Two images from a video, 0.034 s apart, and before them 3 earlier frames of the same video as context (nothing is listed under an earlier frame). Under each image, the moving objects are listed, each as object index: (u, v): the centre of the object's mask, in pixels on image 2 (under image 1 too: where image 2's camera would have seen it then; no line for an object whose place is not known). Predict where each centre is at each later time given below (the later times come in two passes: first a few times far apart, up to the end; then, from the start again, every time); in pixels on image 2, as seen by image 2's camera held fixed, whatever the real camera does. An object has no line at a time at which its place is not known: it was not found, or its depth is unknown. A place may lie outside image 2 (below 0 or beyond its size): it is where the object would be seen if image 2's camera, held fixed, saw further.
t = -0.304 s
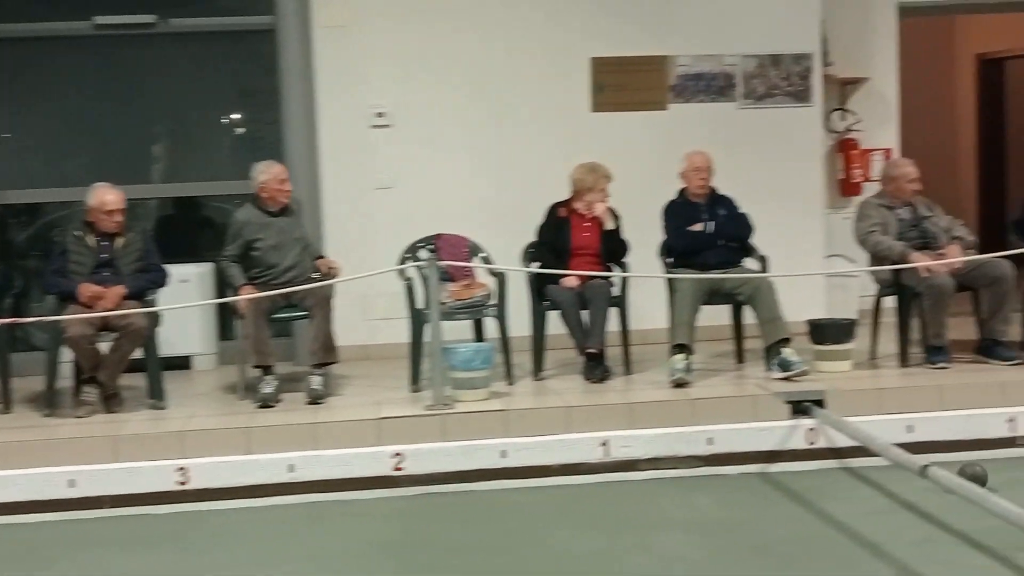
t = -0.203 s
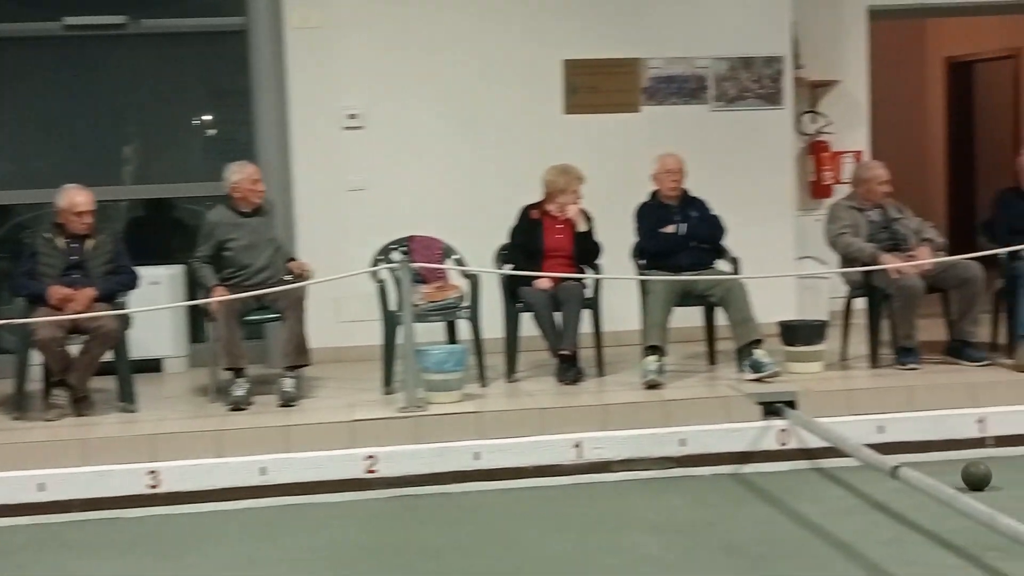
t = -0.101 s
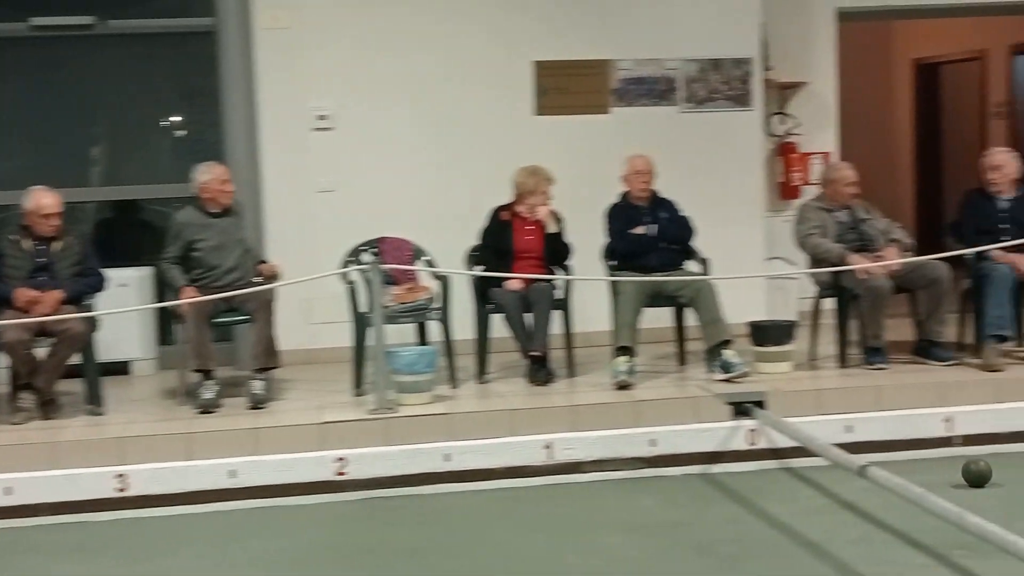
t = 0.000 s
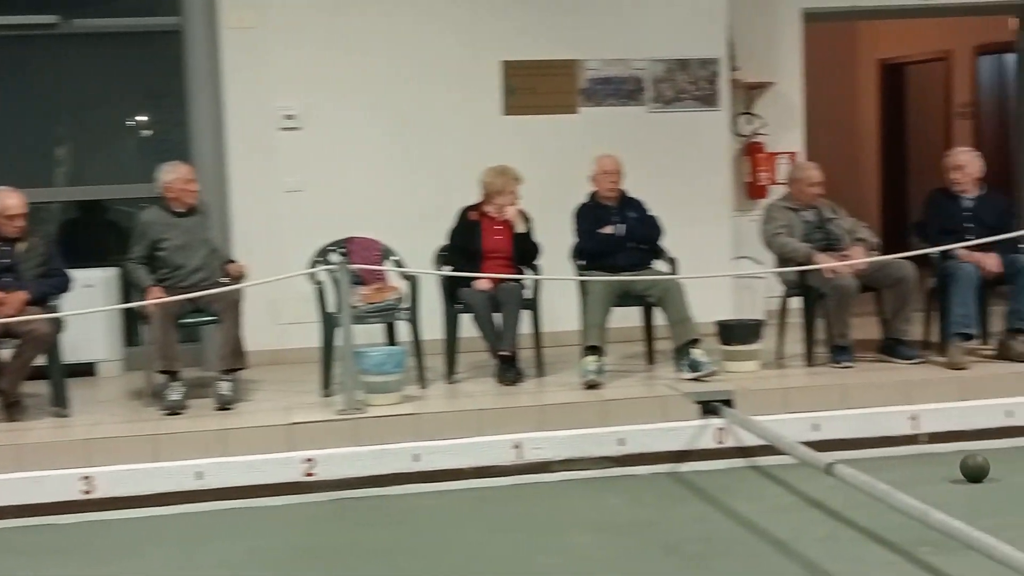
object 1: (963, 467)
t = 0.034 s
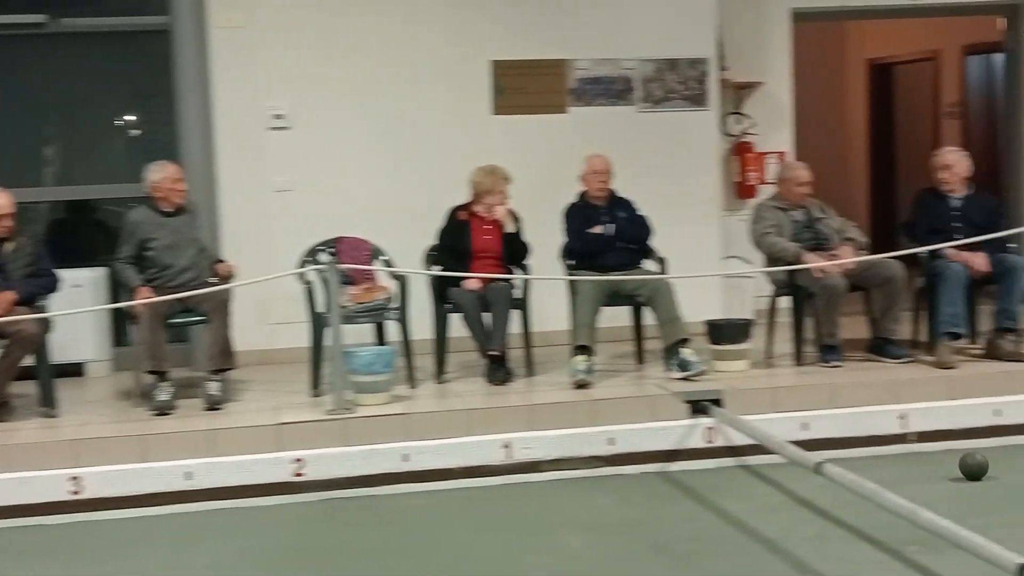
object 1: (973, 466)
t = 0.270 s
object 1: (1050, 462)
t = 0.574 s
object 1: (1144, 458)
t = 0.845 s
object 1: (1226, 454)
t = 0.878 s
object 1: (1236, 454)
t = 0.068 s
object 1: (984, 465)
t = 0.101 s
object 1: (995, 465)
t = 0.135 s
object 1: (1006, 465)
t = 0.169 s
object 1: (1017, 464)
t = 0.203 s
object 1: (1028, 464)
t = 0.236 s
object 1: (1039, 463)
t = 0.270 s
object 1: (1050, 462)
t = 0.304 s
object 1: (1060, 462)
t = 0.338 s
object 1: (1070, 461)
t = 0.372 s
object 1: (1081, 461)
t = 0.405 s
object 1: (1091, 460)
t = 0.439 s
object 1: (1103, 460)
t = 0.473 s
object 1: (1113, 459)
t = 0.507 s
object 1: (1123, 459)
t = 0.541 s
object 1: (1134, 459)
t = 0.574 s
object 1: (1144, 458)
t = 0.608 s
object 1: (1155, 458)
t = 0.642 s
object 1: (1165, 457)
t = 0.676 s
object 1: (1176, 457)
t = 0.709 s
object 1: (1186, 456)
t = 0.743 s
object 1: (1196, 456)
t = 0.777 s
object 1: (1207, 455)
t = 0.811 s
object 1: (1217, 455)
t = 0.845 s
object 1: (1226, 454)
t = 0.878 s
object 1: (1236, 454)
